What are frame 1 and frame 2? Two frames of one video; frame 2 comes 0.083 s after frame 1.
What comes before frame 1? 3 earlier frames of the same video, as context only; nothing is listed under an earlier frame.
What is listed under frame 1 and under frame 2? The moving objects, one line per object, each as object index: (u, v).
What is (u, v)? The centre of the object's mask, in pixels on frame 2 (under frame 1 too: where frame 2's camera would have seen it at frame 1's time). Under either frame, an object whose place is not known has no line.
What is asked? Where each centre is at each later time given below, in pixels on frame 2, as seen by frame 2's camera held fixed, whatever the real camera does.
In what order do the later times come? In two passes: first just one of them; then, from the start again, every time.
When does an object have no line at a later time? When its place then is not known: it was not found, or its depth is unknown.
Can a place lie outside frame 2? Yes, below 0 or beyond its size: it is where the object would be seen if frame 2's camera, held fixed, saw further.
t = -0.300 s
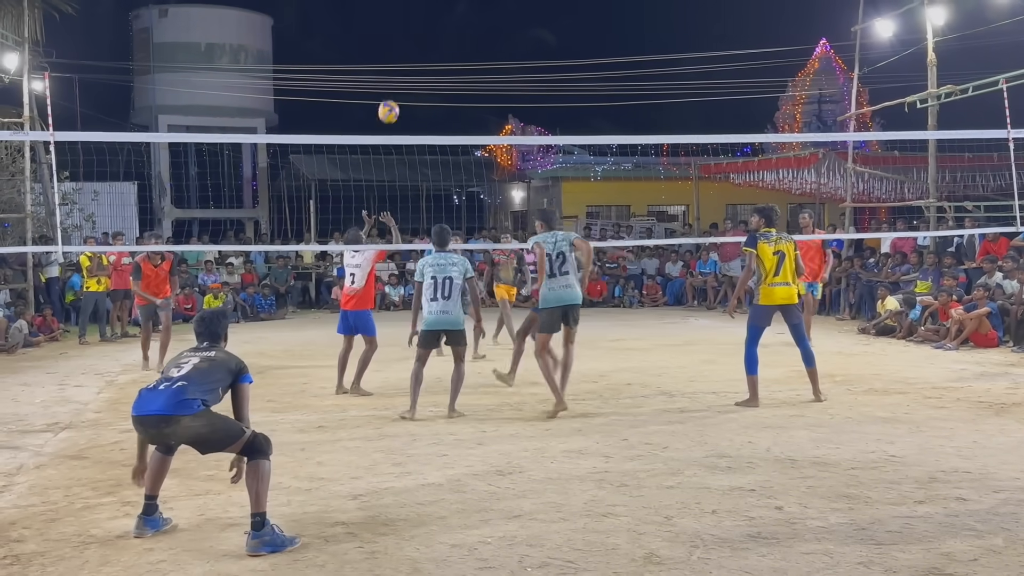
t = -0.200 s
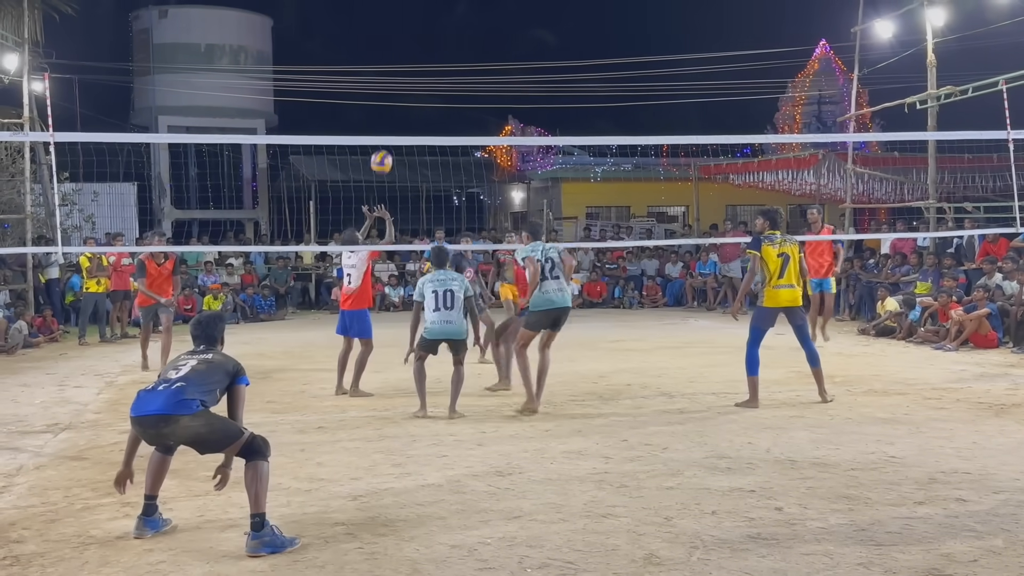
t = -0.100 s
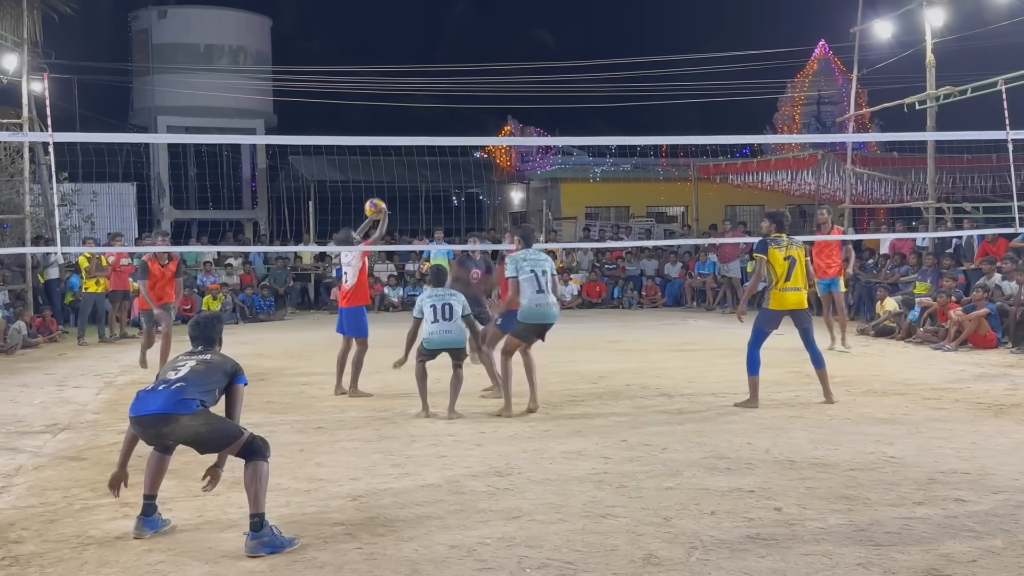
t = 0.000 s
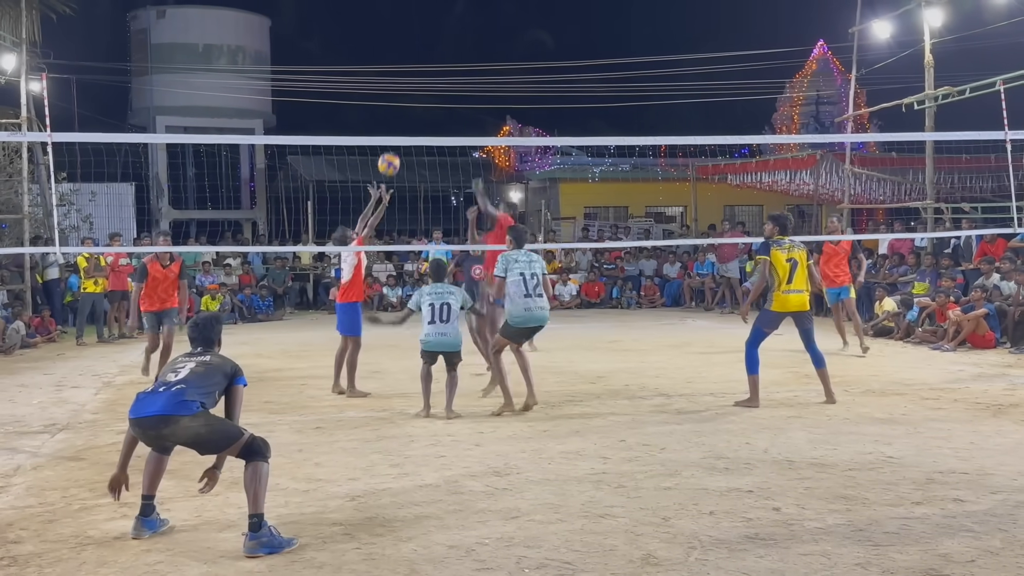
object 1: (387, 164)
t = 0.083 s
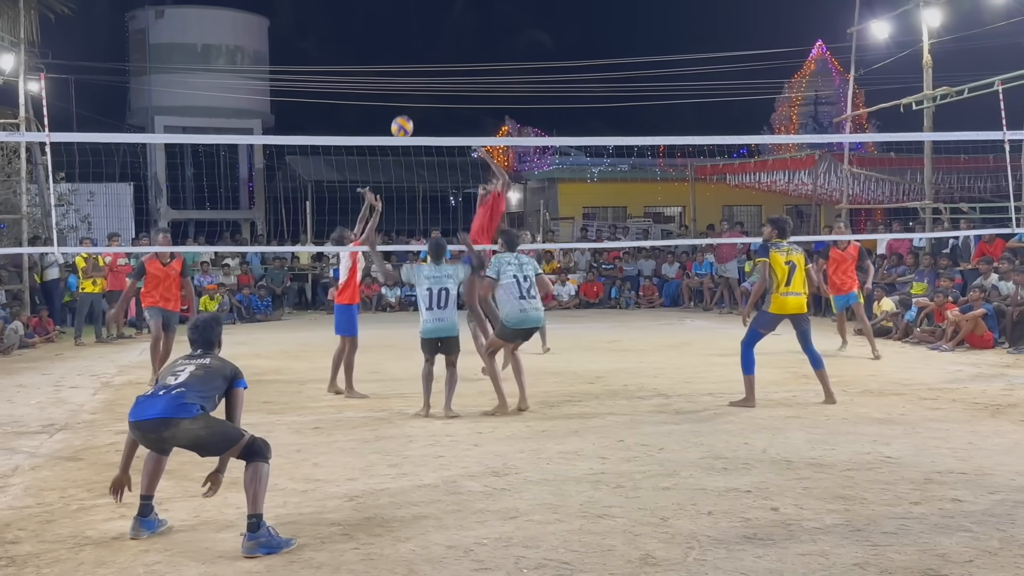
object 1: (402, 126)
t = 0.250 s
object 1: (432, 74)
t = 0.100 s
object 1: (405, 121)
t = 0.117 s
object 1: (408, 115)
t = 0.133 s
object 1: (411, 108)
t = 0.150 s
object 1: (414, 103)
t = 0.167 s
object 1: (417, 98)
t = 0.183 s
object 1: (420, 93)
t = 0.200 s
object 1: (423, 88)
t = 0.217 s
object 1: (426, 83)
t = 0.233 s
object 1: (429, 79)
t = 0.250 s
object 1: (432, 74)
